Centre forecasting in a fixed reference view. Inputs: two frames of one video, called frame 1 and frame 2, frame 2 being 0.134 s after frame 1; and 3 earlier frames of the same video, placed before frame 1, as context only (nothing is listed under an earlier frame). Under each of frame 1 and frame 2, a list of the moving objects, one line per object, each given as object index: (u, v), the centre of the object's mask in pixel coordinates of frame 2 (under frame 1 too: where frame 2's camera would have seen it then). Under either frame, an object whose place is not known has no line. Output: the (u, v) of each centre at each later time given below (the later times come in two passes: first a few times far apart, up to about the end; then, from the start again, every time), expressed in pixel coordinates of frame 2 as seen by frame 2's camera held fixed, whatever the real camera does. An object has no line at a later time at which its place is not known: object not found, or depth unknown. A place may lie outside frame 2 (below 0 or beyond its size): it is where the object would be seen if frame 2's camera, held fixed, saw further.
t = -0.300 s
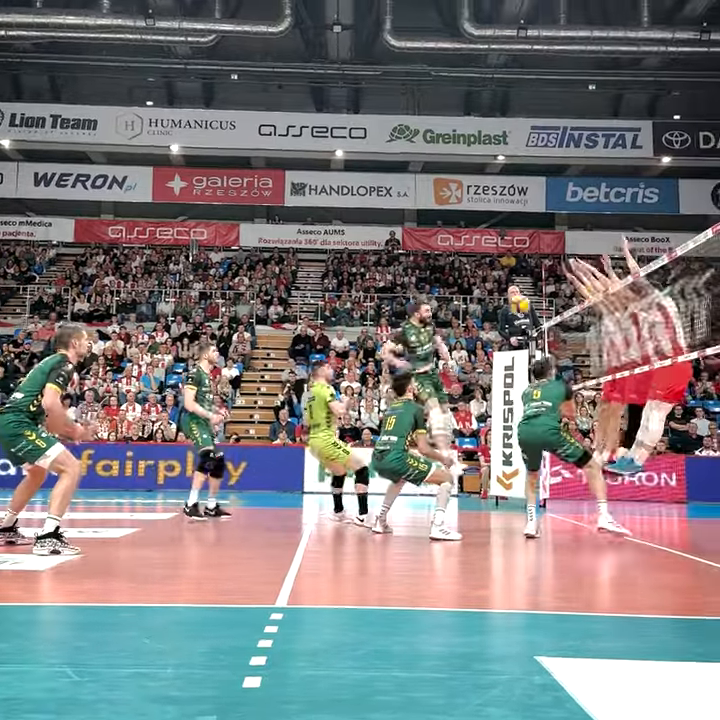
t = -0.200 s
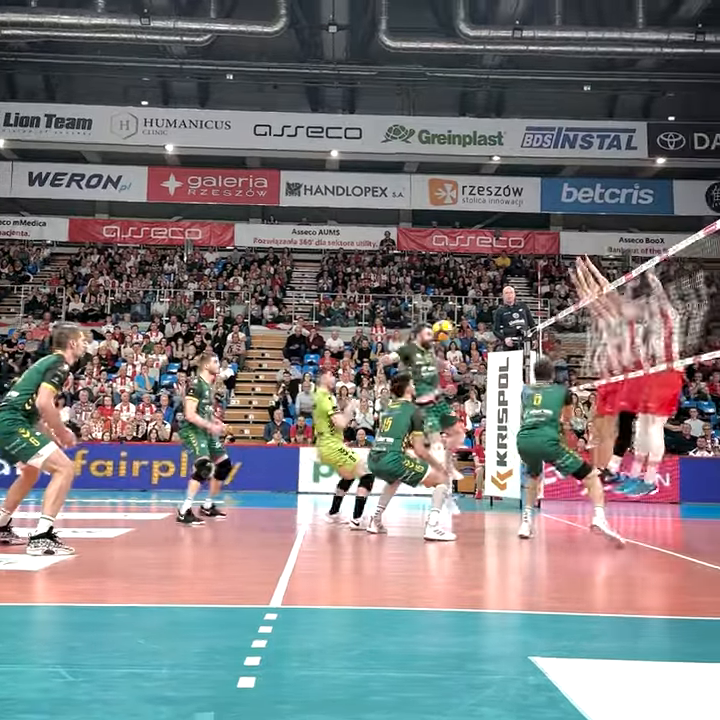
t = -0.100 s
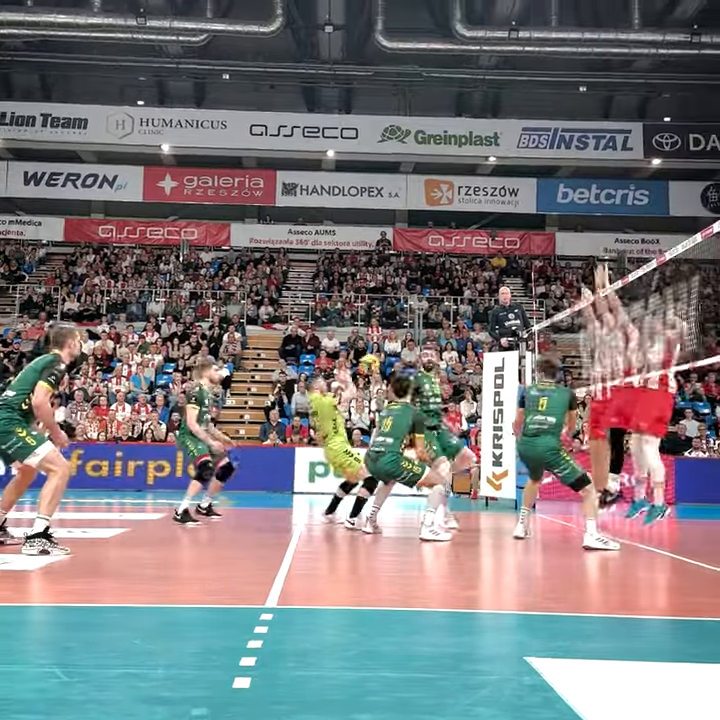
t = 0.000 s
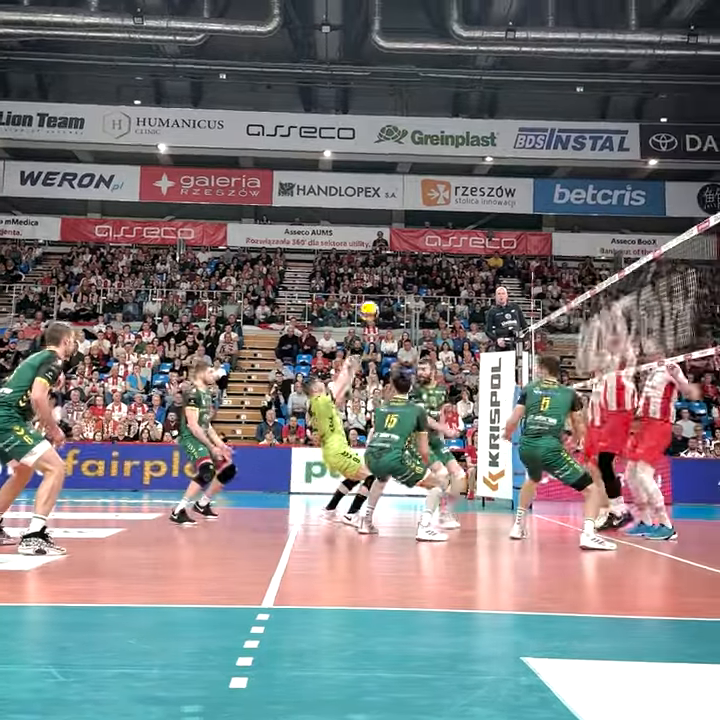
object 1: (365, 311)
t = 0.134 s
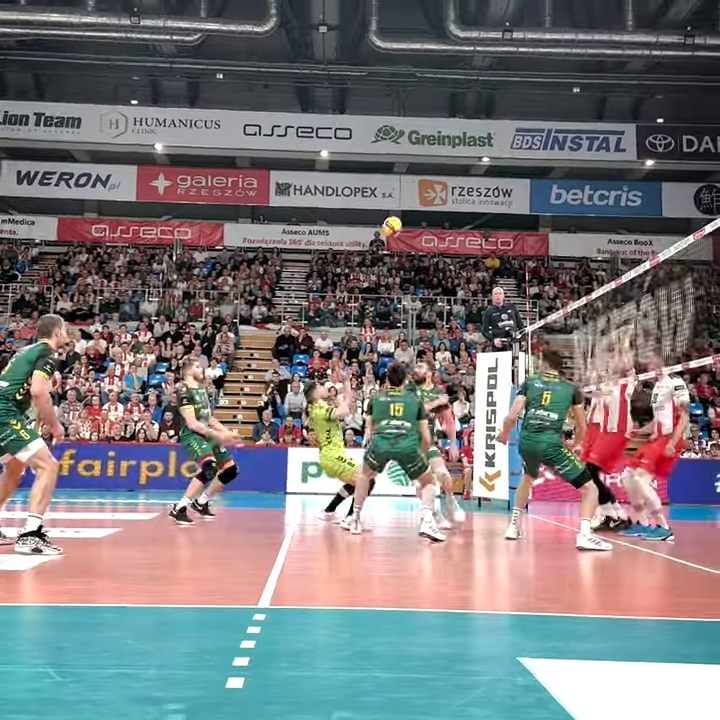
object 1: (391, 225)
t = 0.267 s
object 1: (416, 159)
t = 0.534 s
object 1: (460, 74)
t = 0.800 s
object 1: (501, 50)
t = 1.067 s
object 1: (541, 86)
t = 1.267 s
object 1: (573, 152)
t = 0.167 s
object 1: (398, 208)
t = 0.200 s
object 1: (404, 191)
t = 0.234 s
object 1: (410, 174)
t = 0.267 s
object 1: (416, 159)
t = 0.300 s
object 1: (422, 144)
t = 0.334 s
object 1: (427, 133)
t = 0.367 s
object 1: (433, 119)
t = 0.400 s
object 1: (439, 109)
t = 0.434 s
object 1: (444, 99)
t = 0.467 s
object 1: (449, 89)
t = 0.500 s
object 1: (455, 81)
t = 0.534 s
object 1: (460, 74)
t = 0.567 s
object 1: (465, 68)
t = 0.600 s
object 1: (470, 62)
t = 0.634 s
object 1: (475, 58)
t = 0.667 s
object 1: (480, 54)
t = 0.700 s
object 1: (485, 52)
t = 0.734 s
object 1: (490, 50)
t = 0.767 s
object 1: (495, 49)
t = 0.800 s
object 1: (501, 50)
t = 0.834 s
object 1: (506, 51)
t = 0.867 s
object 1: (511, 53)
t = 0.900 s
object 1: (516, 56)
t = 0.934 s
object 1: (521, 60)
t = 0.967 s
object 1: (526, 65)
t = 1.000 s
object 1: (531, 71)
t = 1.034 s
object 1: (536, 78)
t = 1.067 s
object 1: (541, 86)
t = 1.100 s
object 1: (545, 95)
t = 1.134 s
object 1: (551, 105)
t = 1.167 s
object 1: (556, 116)
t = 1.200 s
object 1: (560, 125)
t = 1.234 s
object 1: (566, 139)
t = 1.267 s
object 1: (573, 152)
